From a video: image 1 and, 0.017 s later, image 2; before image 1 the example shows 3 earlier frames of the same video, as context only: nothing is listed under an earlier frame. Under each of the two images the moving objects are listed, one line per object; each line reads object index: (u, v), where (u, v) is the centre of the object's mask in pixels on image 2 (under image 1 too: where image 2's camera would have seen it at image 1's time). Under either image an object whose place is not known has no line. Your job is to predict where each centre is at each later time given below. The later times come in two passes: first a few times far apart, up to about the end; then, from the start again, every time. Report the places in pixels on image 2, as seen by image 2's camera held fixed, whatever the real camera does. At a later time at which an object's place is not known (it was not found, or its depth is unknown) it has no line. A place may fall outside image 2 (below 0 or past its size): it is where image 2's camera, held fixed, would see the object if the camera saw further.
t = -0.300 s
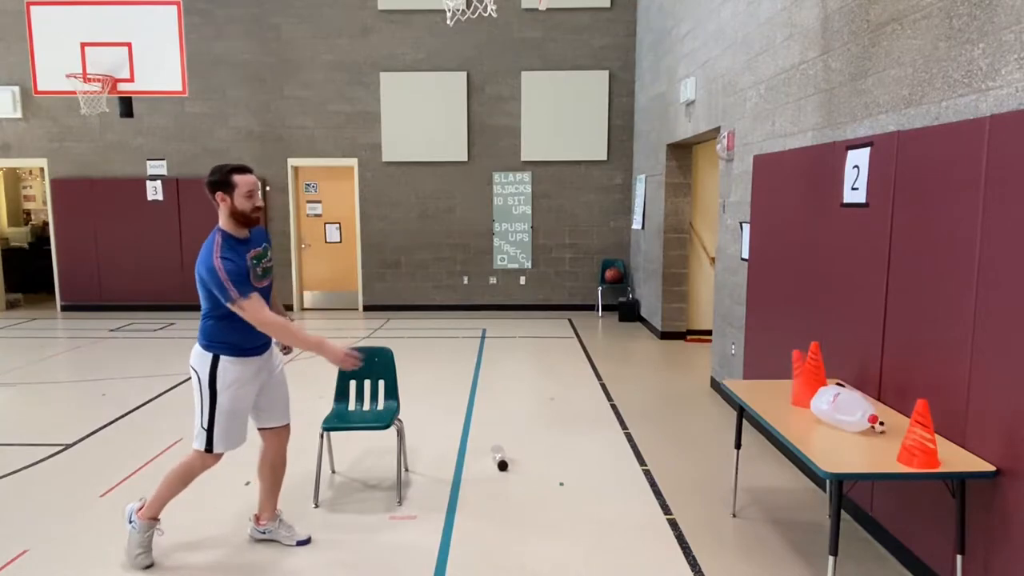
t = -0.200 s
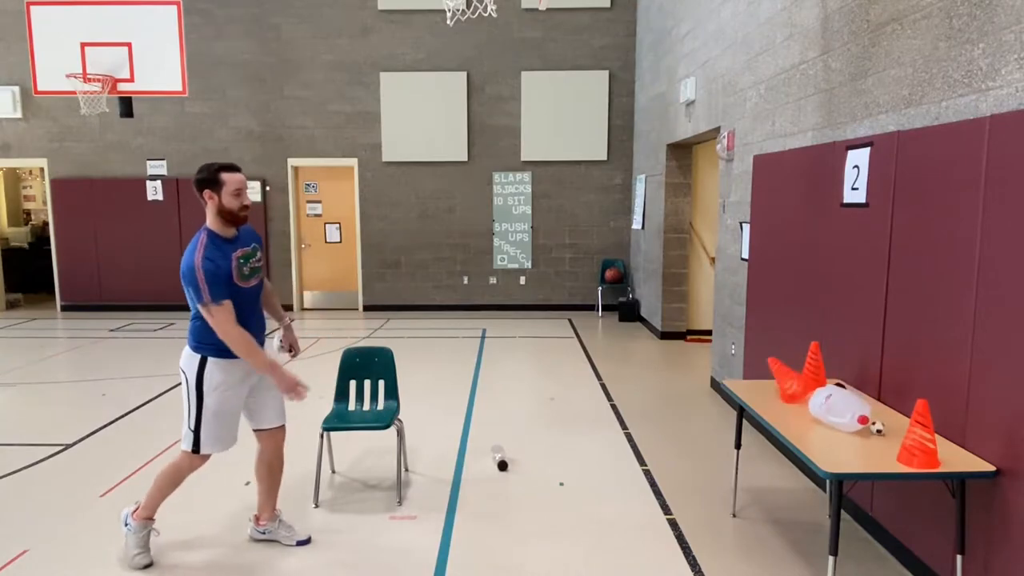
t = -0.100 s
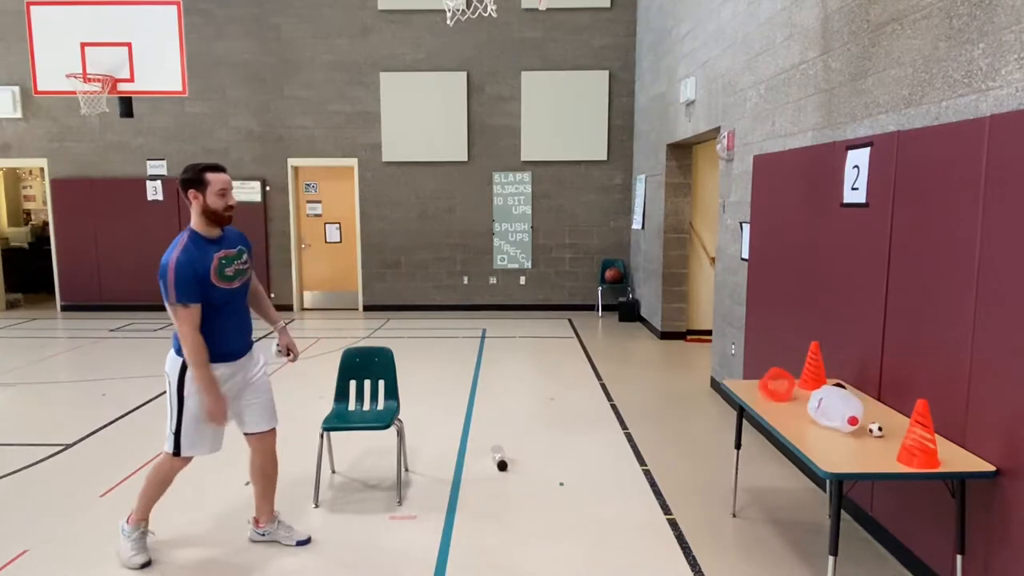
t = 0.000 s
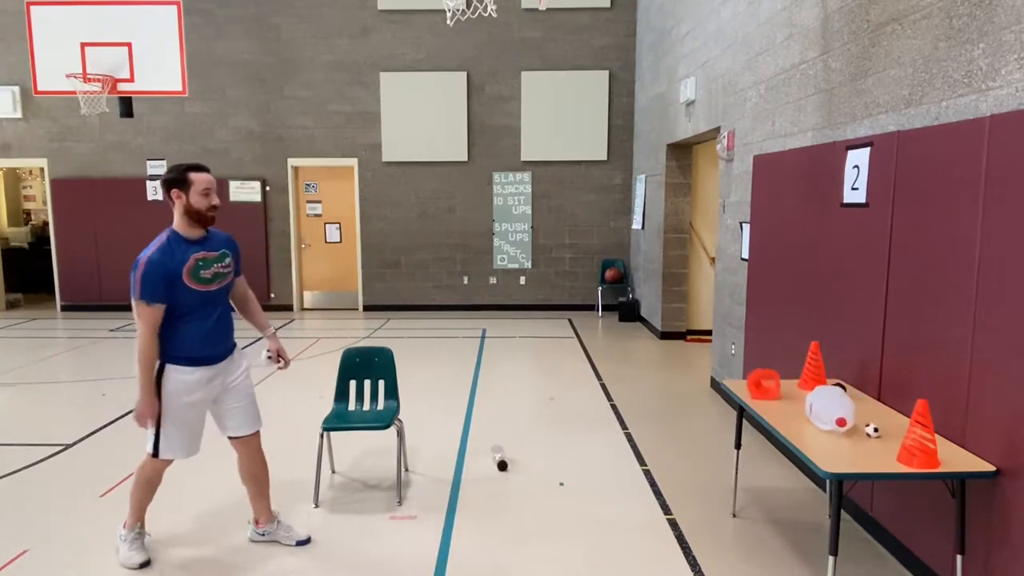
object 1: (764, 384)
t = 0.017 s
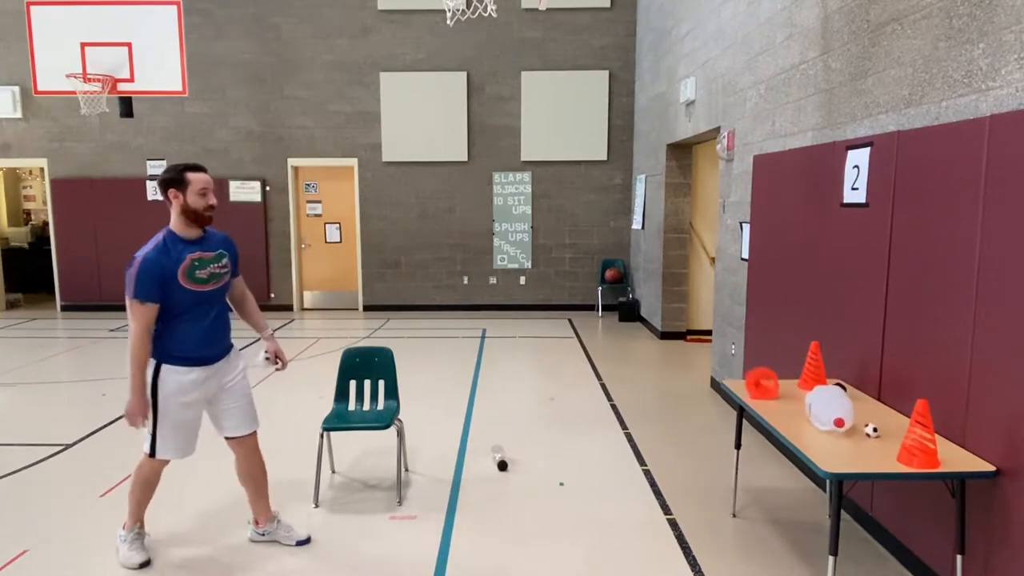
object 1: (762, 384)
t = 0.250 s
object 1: (738, 383)
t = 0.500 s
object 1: (720, 383)
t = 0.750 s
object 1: (701, 431)
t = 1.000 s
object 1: (673, 489)
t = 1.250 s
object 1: (633, 486)
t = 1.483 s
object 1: (619, 491)
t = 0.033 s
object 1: (760, 383)
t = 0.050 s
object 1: (759, 383)
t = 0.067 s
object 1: (756, 383)
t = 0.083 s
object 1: (755, 382)
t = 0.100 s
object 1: (754, 382)
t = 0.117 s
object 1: (752, 382)
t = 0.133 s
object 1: (750, 382)
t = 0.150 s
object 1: (748, 382)
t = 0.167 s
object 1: (747, 382)
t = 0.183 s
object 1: (745, 382)
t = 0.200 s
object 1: (743, 383)
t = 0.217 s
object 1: (741, 382)
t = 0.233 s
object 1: (740, 383)
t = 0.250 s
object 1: (738, 383)
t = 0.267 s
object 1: (736, 383)
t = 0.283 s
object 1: (734, 383)
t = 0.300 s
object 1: (733, 383)
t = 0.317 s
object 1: (732, 383)
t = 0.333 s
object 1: (731, 383)
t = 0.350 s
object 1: (729, 383)
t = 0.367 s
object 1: (728, 382)
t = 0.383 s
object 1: (728, 382)
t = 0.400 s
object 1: (727, 382)
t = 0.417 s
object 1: (726, 382)
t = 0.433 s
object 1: (725, 382)
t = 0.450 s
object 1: (724, 382)
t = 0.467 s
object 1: (722, 382)
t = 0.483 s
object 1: (721, 382)
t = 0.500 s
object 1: (720, 383)
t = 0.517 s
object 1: (718, 383)
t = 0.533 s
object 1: (718, 384)
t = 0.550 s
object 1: (717, 385)
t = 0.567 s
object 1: (716, 386)
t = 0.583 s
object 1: (715, 388)
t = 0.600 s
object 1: (713, 390)
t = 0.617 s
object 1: (712, 393)
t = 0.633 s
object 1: (711, 396)
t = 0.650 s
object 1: (710, 399)
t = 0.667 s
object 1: (709, 403)
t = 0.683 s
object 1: (707, 408)
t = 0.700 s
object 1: (705, 413)
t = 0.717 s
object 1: (704, 418)
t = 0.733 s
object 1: (702, 424)
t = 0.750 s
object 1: (701, 431)
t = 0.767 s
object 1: (699, 437)
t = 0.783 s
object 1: (698, 445)
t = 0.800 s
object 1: (696, 453)
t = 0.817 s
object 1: (694, 461)
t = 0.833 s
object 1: (693, 470)
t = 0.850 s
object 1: (692, 480)
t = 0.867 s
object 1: (690, 489)
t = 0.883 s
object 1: (690, 499)
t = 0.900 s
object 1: (689, 506)
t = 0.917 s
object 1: (687, 504)
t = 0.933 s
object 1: (685, 500)
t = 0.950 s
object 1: (682, 498)
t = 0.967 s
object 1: (679, 494)
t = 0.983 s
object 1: (676, 491)
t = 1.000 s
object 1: (673, 489)
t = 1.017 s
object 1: (669, 487)
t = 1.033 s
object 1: (666, 486)
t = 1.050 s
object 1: (663, 484)
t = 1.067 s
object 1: (660, 483)
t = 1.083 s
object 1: (657, 482)
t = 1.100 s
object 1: (655, 481)
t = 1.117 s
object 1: (652, 481)
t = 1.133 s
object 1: (650, 481)
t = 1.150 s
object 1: (647, 480)
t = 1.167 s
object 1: (645, 481)
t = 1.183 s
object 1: (642, 481)
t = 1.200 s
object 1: (640, 481)
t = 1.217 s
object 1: (638, 483)
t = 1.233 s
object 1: (635, 484)
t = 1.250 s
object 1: (633, 486)
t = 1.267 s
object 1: (631, 488)
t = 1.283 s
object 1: (629, 491)
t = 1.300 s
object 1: (626, 495)
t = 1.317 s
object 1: (625, 497)
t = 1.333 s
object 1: (624, 496)
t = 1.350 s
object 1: (623, 494)
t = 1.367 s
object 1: (622, 493)
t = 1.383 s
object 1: (622, 492)
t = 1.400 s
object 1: (621, 492)
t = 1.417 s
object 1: (620, 492)
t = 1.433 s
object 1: (620, 492)
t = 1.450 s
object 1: (619, 492)
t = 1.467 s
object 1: (619, 491)
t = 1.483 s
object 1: (619, 491)
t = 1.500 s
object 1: (619, 491)
